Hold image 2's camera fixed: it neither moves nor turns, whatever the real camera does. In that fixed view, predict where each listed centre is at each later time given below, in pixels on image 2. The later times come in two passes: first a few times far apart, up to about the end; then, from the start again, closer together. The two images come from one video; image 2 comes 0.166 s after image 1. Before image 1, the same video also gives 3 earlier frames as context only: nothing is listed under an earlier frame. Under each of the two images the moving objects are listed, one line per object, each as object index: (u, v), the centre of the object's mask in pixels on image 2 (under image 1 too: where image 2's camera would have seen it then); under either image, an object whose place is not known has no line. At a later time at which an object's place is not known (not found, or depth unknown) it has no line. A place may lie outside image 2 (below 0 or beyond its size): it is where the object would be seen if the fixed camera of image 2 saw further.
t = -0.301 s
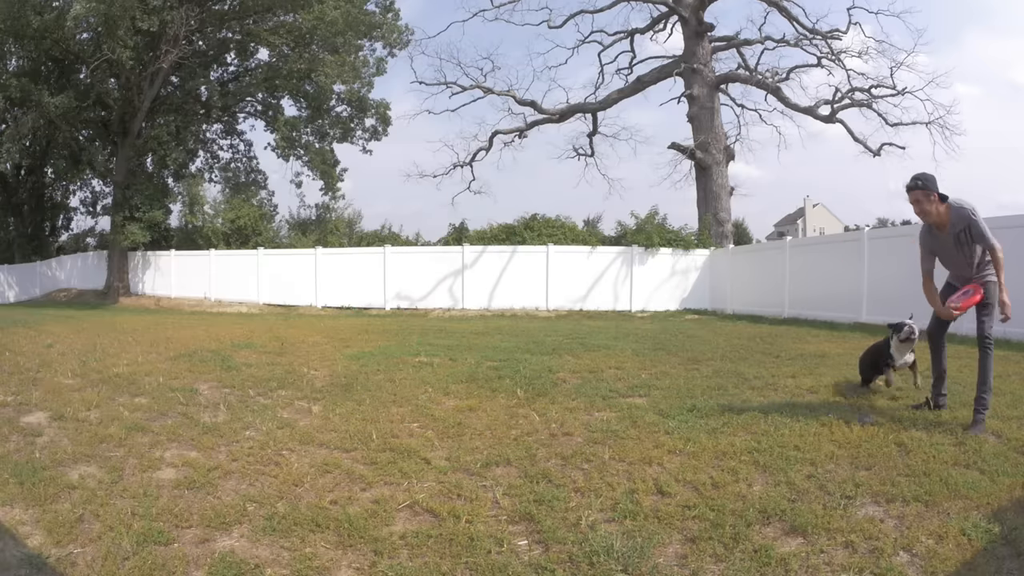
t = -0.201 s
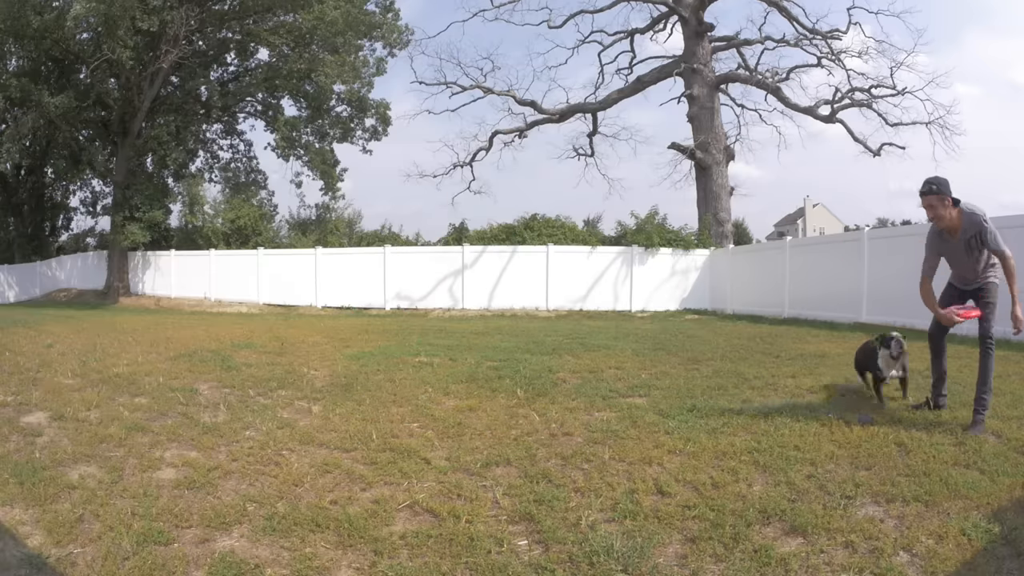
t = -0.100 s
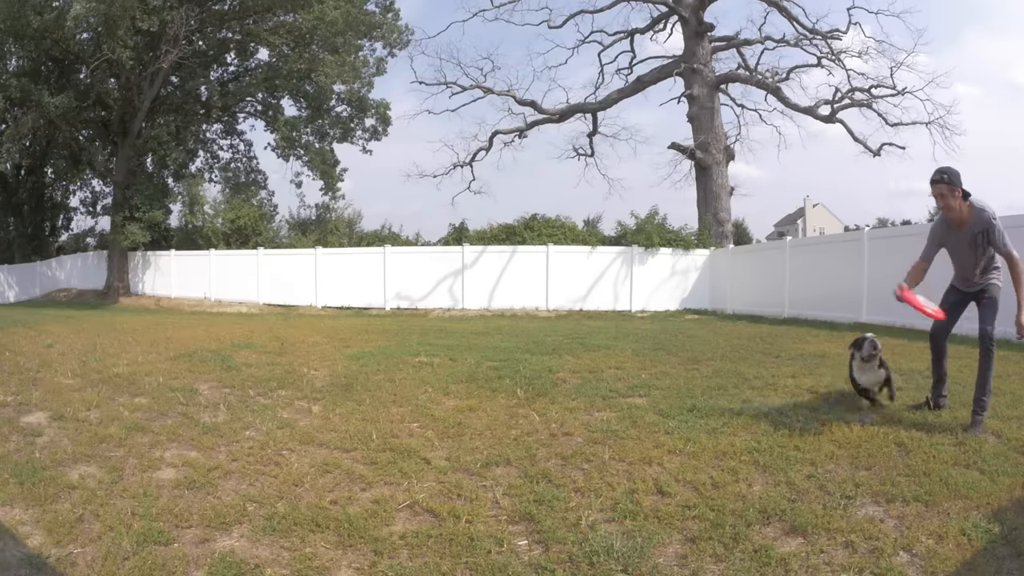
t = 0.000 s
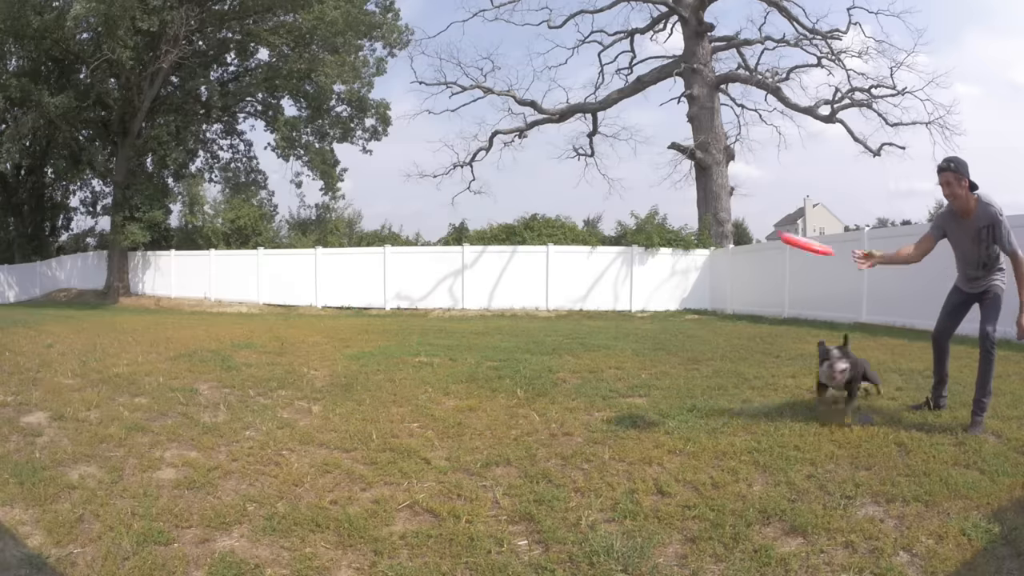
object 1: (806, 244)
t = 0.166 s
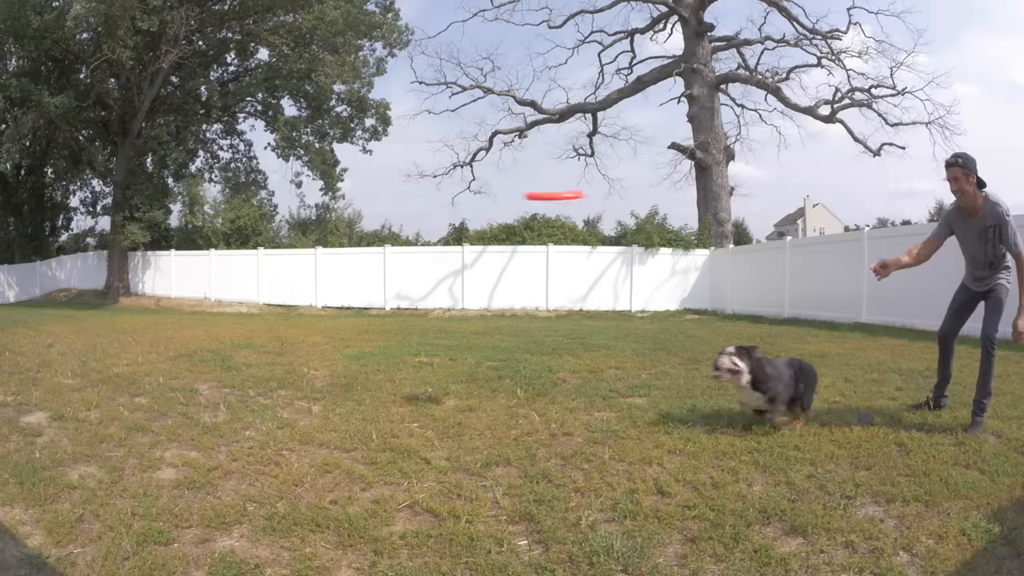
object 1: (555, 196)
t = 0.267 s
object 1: (422, 199)
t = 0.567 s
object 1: (201, 255)
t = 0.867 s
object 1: (104, 313)
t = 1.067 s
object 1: (62, 339)
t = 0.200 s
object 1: (507, 195)
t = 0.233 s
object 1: (464, 196)
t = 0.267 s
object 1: (422, 199)
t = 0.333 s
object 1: (353, 209)
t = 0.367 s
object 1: (323, 215)
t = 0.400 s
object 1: (298, 222)
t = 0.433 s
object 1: (274, 228)
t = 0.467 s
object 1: (252, 235)
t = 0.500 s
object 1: (234, 241)
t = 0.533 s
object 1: (218, 248)
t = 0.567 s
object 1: (201, 255)
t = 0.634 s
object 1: (173, 269)
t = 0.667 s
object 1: (161, 276)
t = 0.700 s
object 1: (149, 282)
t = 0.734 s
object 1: (140, 289)
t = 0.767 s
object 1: (129, 296)
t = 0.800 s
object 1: (121, 301)
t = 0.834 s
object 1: (112, 308)
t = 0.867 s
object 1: (104, 313)
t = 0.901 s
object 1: (96, 319)
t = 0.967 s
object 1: (81, 331)
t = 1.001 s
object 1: (74, 337)
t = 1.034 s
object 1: (68, 340)
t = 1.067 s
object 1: (62, 339)
